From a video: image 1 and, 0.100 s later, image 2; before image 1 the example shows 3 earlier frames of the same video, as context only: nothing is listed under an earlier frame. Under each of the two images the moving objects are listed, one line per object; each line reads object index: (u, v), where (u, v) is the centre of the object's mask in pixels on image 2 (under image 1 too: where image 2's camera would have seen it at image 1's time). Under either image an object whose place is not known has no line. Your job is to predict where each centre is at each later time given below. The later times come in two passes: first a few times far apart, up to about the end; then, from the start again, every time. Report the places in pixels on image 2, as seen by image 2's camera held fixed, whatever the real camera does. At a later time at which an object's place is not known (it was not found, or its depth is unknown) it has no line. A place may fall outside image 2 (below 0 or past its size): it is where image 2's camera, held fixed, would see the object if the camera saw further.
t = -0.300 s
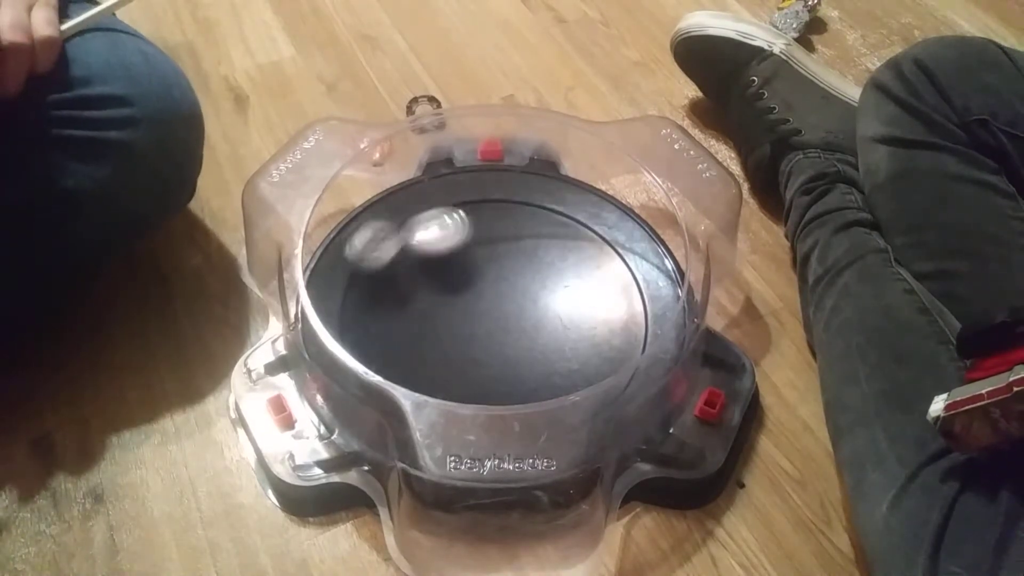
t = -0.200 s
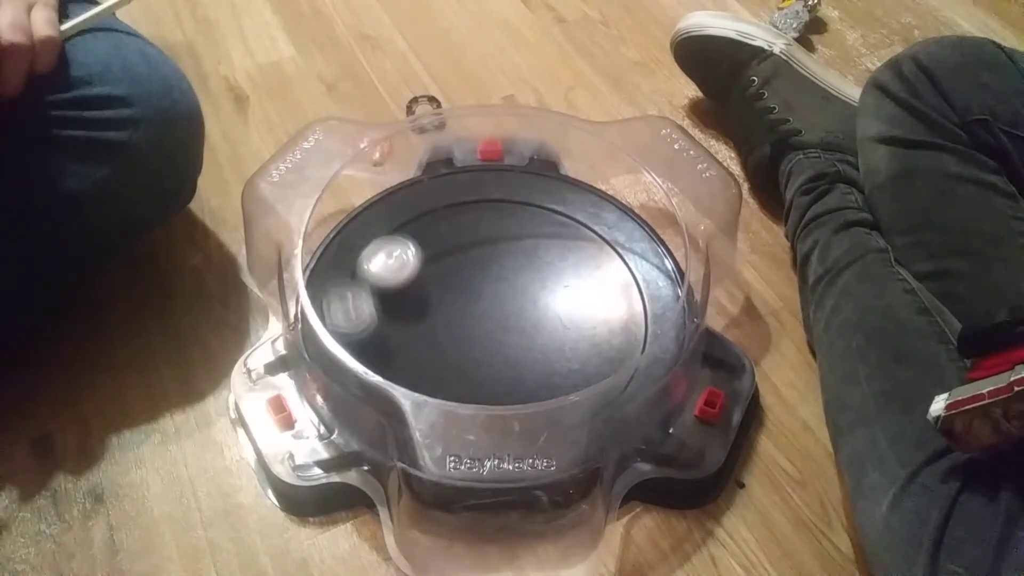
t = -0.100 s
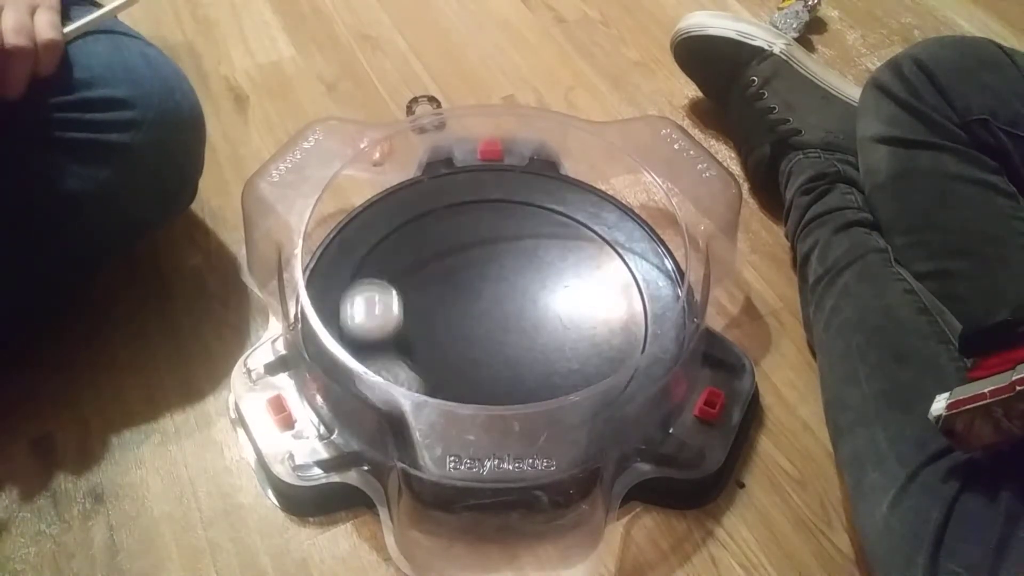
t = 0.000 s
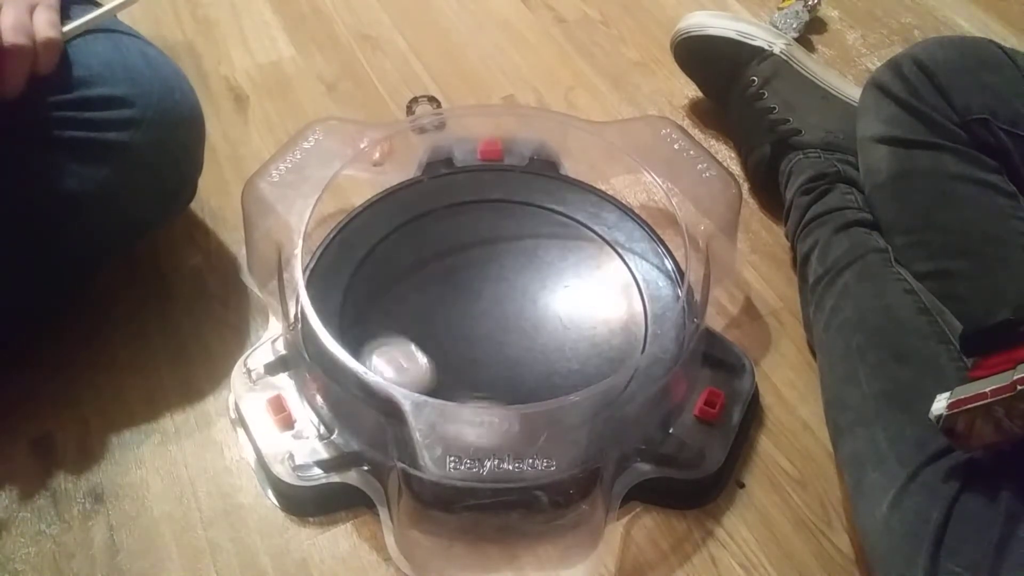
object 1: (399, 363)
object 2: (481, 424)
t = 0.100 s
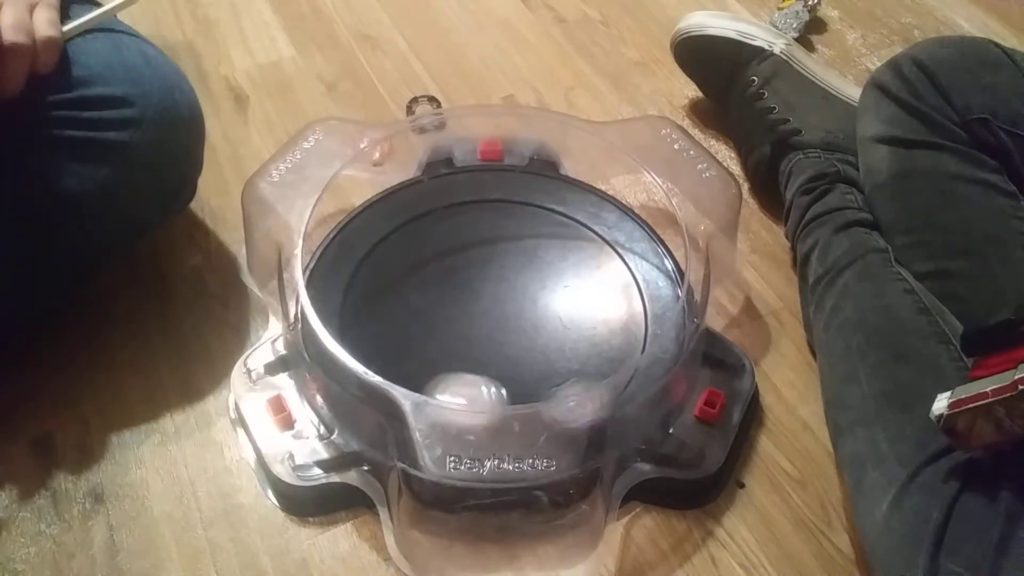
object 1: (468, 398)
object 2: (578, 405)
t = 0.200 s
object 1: (548, 391)
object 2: (635, 344)
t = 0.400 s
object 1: (619, 291)
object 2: (586, 214)
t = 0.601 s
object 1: (538, 202)
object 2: (428, 201)
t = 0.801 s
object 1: (410, 224)
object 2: (349, 318)
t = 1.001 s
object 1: (375, 338)
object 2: (491, 426)
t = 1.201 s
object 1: (497, 413)
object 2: (638, 338)
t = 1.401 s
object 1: (619, 350)
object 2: (587, 215)
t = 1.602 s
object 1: (589, 246)
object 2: (436, 199)
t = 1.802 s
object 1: (464, 215)
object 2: (347, 307)
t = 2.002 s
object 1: (364, 279)
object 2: (460, 422)
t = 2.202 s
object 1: (400, 383)
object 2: (623, 364)
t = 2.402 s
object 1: (548, 396)
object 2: (605, 243)
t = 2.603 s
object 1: (609, 300)
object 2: (466, 202)
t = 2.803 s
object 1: (537, 215)
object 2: (355, 283)
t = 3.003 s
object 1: (423, 224)
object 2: (420, 391)
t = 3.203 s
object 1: (378, 322)
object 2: (591, 388)
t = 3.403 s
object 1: (476, 399)
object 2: (618, 268)
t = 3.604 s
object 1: (597, 362)
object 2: (506, 200)
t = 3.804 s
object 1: (594, 265)
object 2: (396, 239)
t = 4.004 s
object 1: (488, 226)
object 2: (383, 339)
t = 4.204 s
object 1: (389, 276)
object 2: (483, 394)
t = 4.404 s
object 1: (403, 366)
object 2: (579, 356)
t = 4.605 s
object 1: (524, 394)
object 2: (581, 276)
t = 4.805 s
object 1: (593, 318)
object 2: (495, 236)
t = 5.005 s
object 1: (541, 233)
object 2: (412, 273)
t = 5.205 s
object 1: (438, 229)
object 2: (410, 354)
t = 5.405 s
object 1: (387, 313)
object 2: (506, 383)
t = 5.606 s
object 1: (464, 385)
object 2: (577, 329)
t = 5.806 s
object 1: (578, 365)
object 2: (544, 258)
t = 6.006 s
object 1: (589, 277)
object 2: (460, 247)
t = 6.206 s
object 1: (496, 233)
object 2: (410, 307)
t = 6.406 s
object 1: (404, 275)
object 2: (458, 366)
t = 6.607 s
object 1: (405, 359)
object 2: (541, 357)
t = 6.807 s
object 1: (516, 385)
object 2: (564, 302)
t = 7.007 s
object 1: (585, 320)
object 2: (511, 261)
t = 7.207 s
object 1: (536, 243)
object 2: (442, 281)
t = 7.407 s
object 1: (443, 241)
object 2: (432, 338)
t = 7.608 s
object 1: (401, 320)
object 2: (493, 364)
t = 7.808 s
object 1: (475, 382)
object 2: (549, 330)
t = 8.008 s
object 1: (575, 358)
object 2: (535, 279)
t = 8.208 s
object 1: (570, 276)
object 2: (471, 264)
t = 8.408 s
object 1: (480, 246)
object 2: (433, 309)
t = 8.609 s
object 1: (406, 293)
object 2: (470, 354)
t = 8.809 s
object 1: (434, 369)
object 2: (536, 345)
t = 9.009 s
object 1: (539, 369)
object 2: (548, 297)
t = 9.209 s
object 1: (575, 296)
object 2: (495, 268)
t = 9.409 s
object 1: (509, 240)
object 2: (443, 297)
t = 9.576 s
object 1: (438, 257)
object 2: (446, 337)
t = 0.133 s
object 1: (494, 401)
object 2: (608, 384)
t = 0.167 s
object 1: (521, 399)
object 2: (622, 369)
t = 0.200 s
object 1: (548, 391)
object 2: (635, 344)
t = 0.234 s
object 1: (570, 380)
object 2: (641, 321)
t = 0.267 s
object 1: (588, 365)
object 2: (643, 298)
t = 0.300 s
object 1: (605, 348)
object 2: (637, 275)
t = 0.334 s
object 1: (616, 330)
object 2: (624, 254)
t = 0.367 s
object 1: (620, 308)
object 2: (607, 230)
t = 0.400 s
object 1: (619, 291)
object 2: (586, 214)
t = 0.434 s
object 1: (615, 273)
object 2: (560, 201)
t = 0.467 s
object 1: (605, 254)
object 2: (533, 194)
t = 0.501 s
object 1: (593, 237)
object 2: (506, 190)
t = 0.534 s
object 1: (577, 222)
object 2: (479, 188)
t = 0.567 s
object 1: (559, 210)
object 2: (453, 194)
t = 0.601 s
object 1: (538, 202)
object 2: (428, 201)
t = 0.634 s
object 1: (517, 197)
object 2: (404, 213)
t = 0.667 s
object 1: (494, 195)
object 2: (383, 228)
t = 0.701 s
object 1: (472, 198)
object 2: (367, 247)
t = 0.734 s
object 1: (450, 203)
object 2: (355, 270)
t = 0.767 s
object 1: (429, 211)
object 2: (348, 294)
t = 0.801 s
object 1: (410, 224)
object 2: (349, 318)
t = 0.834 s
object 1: (394, 239)
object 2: (358, 342)
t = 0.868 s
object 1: (382, 256)
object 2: (371, 370)
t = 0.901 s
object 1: (373, 276)
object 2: (392, 391)
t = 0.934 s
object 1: (368, 297)
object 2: (419, 410)
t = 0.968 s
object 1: (369, 318)
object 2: (453, 422)
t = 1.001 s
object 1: (375, 338)
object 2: (491, 426)
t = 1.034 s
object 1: (388, 355)
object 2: (527, 424)
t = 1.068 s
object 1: (405, 370)
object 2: (562, 414)
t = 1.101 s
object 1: (421, 389)
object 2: (589, 399)
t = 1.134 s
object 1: (447, 402)
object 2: (613, 377)
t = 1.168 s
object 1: (471, 410)
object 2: (627, 358)
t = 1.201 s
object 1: (497, 413)
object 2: (638, 338)
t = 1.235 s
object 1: (524, 412)
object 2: (641, 315)
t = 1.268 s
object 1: (550, 407)
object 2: (641, 294)
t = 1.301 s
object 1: (572, 397)
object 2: (635, 271)
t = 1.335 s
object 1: (593, 383)
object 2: (623, 252)
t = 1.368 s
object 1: (609, 369)
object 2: (607, 232)
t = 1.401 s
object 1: (619, 350)
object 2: (587, 215)
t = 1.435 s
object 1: (626, 334)
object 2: (564, 203)
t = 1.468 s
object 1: (629, 314)
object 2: (539, 194)
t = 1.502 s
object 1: (625, 299)
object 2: (513, 190)
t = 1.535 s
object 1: (619, 280)
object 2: (487, 190)
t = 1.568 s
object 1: (606, 262)
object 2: (462, 192)
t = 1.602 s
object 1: (589, 246)
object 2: (436, 199)
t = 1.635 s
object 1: (572, 234)
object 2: (413, 209)
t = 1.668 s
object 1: (551, 225)
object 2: (392, 222)
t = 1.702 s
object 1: (530, 218)
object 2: (373, 240)
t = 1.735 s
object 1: (508, 214)
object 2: (358, 259)
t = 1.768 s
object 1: (486, 213)
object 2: (349, 281)
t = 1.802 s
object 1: (464, 215)
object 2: (347, 307)
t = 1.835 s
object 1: (443, 220)
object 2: (355, 328)
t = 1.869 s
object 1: (422, 227)
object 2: (367, 348)
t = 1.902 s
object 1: (404, 237)
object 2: (386, 367)
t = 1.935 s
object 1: (389, 249)
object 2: (402, 392)
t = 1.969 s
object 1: (375, 263)
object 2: (434, 413)
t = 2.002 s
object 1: (364, 279)
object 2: (460, 422)
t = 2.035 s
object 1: (358, 298)
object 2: (496, 426)
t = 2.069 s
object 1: (357, 317)
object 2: (527, 422)
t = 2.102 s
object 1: (363, 333)
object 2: (559, 415)
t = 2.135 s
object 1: (370, 353)
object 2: (585, 401)
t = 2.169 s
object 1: (381, 371)
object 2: (607, 383)
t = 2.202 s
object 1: (400, 383)
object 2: (623, 364)
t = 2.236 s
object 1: (423, 391)
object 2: (633, 340)
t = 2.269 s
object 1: (450, 406)
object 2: (639, 319)
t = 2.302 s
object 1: (473, 410)
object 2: (639, 302)
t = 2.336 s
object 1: (499, 411)
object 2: (631, 280)
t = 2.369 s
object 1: (523, 405)
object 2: (620, 262)
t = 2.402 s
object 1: (548, 396)
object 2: (605, 243)
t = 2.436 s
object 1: (567, 385)
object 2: (585, 227)
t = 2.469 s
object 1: (582, 369)
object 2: (564, 213)
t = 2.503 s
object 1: (598, 352)
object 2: (540, 205)
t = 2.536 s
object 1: (603, 338)
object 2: (515, 200)
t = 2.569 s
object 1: (610, 320)
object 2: (491, 199)
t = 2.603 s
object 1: (609, 300)
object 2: (466, 202)
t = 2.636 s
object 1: (604, 282)
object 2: (441, 207)
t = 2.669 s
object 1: (596, 264)
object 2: (419, 215)
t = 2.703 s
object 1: (584, 248)
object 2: (399, 228)
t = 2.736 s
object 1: (570, 235)
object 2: (379, 243)
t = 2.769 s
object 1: (554, 224)
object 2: (364, 263)
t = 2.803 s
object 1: (537, 215)
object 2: (355, 283)
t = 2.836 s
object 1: (518, 209)
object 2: (349, 307)
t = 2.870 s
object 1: (497, 206)
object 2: (354, 327)
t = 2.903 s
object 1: (478, 205)
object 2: (364, 345)
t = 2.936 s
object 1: (459, 209)
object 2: (380, 361)
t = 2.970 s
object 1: (440, 215)
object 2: (394, 389)
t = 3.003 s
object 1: (423, 224)
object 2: (420, 391)
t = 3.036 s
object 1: (407, 236)
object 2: (448, 416)
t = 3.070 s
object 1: (395, 249)
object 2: (479, 420)
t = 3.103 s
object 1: (385, 265)
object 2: (512, 421)
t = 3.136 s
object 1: (379, 284)
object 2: (543, 413)
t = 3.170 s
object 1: (376, 303)
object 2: (570, 404)
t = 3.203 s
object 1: (378, 322)
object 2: (591, 388)
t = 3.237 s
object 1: (385, 340)
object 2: (610, 367)
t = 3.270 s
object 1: (397, 356)
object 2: (621, 347)
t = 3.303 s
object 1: (413, 368)
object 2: (628, 330)
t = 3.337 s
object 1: (432, 378)
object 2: (631, 310)
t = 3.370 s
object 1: (454, 393)
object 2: (628, 289)
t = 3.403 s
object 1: (476, 399)
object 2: (618, 268)
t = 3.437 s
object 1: (499, 401)
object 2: (605, 249)
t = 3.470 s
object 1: (523, 401)
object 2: (588, 232)
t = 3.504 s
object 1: (546, 396)
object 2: (569, 217)
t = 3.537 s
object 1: (567, 387)
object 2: (545, 208)
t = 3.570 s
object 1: (584, 376)
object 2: (526, 202)
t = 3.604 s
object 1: (597, 362)
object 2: (506, 200)
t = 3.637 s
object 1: (609, 350)
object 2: (485, 200)
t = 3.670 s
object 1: (615, 334)
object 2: (464, 204)
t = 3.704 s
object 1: (616, 316)
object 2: (444, 209)
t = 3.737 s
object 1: (613, 299)
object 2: (426, 215)
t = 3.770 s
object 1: (606, 280)
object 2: (410, 226)
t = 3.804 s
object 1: (594, 265)
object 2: (396, 239)
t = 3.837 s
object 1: (581, 252)
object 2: (385, 253)
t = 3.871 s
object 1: (565, 242)
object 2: (377, 269)
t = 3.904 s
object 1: (545, 234)
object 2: (374, 286)
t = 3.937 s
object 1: (526, 229)
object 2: (374, 304)
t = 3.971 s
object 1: (507, 226)
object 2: (376, 322)
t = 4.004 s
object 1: (488, 226)
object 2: (383, 339)
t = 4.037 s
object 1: (468, 228)
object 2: (395, 355)
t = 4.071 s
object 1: (449, 233)
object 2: (411, 367)
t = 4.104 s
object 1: (432, 240)
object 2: (427, 376)
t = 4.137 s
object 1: (416, 250)
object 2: (445, 383)
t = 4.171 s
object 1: (401, 262)
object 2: (465, 389)
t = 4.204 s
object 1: (389, 276)
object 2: (483, 394)
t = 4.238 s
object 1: (381, 290)
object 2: (503, 389)
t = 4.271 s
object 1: (376, 306)
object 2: (521, 387)
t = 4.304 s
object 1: (374, 323)
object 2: (538, 384)
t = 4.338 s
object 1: (379, 339)
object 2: (556, 374)
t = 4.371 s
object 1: (388, 353)
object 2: (569, 365)
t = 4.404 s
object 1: (403, 366)
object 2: (579, 356)
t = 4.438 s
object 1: (418, 376)
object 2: (587, 343)
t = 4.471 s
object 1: (437, 385)
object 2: (592, 331)
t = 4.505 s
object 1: (458, 397)
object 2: (595, 317)
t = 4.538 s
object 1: (481, 399)
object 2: (593, 301)
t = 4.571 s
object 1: (502, 398)
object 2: (589, 289)
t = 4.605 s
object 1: (524, 394)
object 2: (581, 276)
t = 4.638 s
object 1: (543, 383)
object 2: (572, 265)
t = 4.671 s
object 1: (560, 374)
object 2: (557, 254)
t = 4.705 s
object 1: (574, 364)
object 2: (543, 248)
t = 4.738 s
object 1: (587, 348)
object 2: (528, 241)
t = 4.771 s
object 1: (591, 334)
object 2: (511, 238)
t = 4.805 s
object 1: (593, 318)
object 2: (495, 236)
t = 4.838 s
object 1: (592, 297)
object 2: (478, 236)
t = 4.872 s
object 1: (589, 281)
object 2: (462, 240)
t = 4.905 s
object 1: (580, 266)
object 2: (448, 246)
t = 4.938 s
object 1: (569, 252)
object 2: (435, 252)
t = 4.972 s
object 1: (555, 241)
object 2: (423, 261)
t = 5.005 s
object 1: (541, 233)
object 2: (412, 273)
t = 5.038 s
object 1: (525, 226)
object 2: (404, 283)
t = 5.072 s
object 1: (508, 221)
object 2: (399, 298)
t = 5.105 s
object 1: (490, 219)
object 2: (396, 312)
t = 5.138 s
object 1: (473, 220)
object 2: (397, 326)
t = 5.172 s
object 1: (455, 223)
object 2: (402, 339)
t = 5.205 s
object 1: (438, 229)
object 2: (410, 354)
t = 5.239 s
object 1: (424, 238)
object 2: (421, 363)
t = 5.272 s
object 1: (411, 249)
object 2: (437, 373)
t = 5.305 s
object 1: (400, 263)
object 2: (452, 378)
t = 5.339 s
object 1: (391, 279)
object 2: (469, 381)
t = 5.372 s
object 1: (387, 296)
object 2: (488, 384)
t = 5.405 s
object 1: (387, 313)
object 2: (506, 383)
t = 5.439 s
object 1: (390, 329)
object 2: (524, 381)
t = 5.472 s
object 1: (399, 345)
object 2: (540, 373)
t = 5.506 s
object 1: (411, 359)
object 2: (553, 364)
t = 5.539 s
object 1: (427, 370)
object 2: (564, 354)
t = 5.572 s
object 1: (444, 378)
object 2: (571, 341)
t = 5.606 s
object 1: (464, 385)
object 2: (577, 329)
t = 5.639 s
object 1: (486, 391)
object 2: (578, 316)
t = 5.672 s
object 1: (507, 391)
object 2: (577, 302)
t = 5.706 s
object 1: (528, 388)
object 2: (573, 290)
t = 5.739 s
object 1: (546, 382)
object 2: (565, 278)
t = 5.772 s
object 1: (564, 375)
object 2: (556, 268)
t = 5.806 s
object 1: (578, 365)
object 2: (544, 258)
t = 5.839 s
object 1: (590, 354)
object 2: (532, 251)
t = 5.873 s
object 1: (599, 340)
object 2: (518, 246)
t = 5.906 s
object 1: (601, 326)
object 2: (503, 243)
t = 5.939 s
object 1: (601, 310)
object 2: (488, 242)
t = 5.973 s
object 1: (596, 293)
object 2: (474, 244)
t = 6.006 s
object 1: (589, 277)
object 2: (460, 247)
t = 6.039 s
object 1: (577, 264)
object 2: (447, 253)
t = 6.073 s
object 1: (564, 253)
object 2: (435, 262)
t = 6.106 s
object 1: (548, 245)
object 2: (425, 271)
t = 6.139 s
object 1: (531, 239)
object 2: (417, 282)
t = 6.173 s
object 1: (514, 235)
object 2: (412, 295)
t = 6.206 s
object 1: (496, 233)
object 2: (410, 307)
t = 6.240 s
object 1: (478, 235)
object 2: (411, 318)
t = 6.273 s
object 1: (460, 238)
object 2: (416, 329)
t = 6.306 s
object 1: (444, 244)
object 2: (422, 342)
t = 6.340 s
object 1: (428, 252)
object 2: (433, 352)
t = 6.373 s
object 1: (415, 263)
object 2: (444, 359)
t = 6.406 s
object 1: (404, 275)
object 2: (458, 366)
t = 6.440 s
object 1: (395, 288)
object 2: (473, 371)
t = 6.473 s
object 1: (388, 302)
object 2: (486, 369)
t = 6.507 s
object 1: (386, 317)
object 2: (501, 369)
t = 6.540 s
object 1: (388, 332)
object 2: (516, 368)
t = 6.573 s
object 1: (394, 347)
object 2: (529, 365)
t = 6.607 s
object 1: (405, 359)
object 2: (541, 357)
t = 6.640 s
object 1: (419, 370)
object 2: (551, 350)
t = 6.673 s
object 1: (436, 378)
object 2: (558, 341)
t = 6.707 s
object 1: (456, 384)
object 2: (564, 333)
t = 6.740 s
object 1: (476, 389)
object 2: (566, 323)
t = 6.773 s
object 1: (496, 388)
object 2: (565, 312)
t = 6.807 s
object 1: (516, 385)
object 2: (564, 302)
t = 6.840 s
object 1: (534, 380)
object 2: (558, 292)
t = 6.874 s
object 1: (551, 371)
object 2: (553, 284)
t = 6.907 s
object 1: (565, 361)
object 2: (545, 278)
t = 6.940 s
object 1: (576, 348)
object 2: (535, 271)
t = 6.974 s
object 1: (581, 333)
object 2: (522, 265)
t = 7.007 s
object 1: (585, 320)
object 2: (511, 261)
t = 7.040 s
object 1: (585, 304)
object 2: (497, 259)
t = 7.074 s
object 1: (580, 289)
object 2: (485, 261)
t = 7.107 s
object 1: (573, 275)
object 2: (472, 263)
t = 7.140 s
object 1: (561, 262)
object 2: (461, 267)
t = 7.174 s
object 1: (549, 251)
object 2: (451, 273)
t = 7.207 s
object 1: (536, 243)
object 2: (442, 281)
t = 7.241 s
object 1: (522, 235)
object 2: (435, 290)
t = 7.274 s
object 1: (506, 232)
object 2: (429, 299)
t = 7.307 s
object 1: (490, 230)
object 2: (426, 308)
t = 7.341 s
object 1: (474, 231)
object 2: (425, 319)
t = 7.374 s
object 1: (458, 235)
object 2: (426, 327)
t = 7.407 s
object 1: (443, 241)
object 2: (432, 338)
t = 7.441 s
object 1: (429, 250)
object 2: (438, 346)
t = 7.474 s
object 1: (418, 261)
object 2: (447, 354)
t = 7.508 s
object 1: (409, 274)
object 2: (457, 359)
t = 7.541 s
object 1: (402, 289)
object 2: (468, 361)
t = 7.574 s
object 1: (400, 304)
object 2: (482, 364)
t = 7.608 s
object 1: (401, 320)
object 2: (493, 364)
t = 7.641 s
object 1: (406, 335)
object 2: (506, 362)
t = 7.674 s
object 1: (414, 348)
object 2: (518, 359)
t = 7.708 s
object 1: (425, 360)
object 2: (528, 353)
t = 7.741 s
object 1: (440, 370)
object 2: (537, 346)
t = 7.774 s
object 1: (456, 377)
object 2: (543, 339)
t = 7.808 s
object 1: (475, 382)
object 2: (549, 330)
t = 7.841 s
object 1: (494, 384)
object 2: (552, 321)
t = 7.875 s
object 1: (513, 384)
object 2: (552, 311)
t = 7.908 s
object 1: (531, 381)
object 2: (550, 302)
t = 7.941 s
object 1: (547, 375)
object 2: (546, 292)
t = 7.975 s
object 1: (562, 367)
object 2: (542, 286)
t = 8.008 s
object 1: (575, 358)
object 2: (535, 279)
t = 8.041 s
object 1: (582, 345)
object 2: (526, 273)
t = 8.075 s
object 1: (586, 334)
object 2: (516, 267)
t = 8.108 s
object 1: (589, 320)
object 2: (504, 262)
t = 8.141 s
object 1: (585, 303)
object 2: (492, 262)
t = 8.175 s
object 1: (580, 291)
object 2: (480, 262)
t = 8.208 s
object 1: (570, 276)
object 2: (471, 264)
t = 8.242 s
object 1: (557, 265)
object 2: (460, 269)
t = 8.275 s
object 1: (542, 256)
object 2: (451, 275)
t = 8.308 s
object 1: (529, 251)
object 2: (444, 282)
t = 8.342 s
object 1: (512, 247)
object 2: (437, 291)
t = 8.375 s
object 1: (496, 245)
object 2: (434, 299)
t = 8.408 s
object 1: (480, 246)
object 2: (433, 309)
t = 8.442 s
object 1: (464, 249)
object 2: (433, 318)
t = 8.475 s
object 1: (449, 254)
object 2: (437, 326)
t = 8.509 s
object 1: (435, 261)
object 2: (443, 335)
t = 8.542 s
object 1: (424, 270)
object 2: (450, 342)
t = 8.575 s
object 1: (414, 281)
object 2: (459, 349)
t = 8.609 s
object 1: (406, 293)
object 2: (470, 354)
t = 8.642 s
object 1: (401, 306)
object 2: (482, 357)
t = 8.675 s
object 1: (400, 320)
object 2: (494, 358)
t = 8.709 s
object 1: (403, 334)
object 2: (505, 357)
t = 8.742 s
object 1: (409, 348)
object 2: (517, 355)
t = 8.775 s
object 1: (420, 359)
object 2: (528, 351)
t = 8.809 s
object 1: (434, 369)
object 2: (536, 345)
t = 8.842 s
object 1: (450, 376)
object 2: (544, 338)
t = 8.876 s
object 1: (468, 379)
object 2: (549, 330)
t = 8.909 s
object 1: (487, 381)
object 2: (551, 322)
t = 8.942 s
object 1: (505, 380)
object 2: (552, 313)
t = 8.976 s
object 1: (523, 376)
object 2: (551, 304)
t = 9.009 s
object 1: (539, 369)
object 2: (548, 297)
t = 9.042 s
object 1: (551, 359)
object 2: (543, 289)
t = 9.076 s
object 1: (562, 348)
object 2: (536, 282)
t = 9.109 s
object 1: (568, 336)
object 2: (526, 276)
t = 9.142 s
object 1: (572, 324)
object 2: (517, 273)
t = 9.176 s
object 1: (576, 310)
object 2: (507, 269)
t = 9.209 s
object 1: (575, 296)
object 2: (495, 268)
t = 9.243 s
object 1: (569, 283)
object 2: (484, 269)
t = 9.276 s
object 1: (559, 268)
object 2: (474, 272)
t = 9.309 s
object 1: (548, 258)
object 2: (464, 276)
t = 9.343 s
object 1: (536, 250)
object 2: (455, 282)
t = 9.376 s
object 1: (523, 244)
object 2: (449, 289)
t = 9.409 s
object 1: (509, 240)
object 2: (443, 297)
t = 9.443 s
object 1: (494, 238)
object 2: (439, 305)
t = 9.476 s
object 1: (479, 240)
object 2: (438, 312)
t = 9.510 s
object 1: (465, 243)
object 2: (439, 321)
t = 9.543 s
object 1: (451, 249)
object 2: (441, 329)
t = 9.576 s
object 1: (438, 257)
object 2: (446, 337)
